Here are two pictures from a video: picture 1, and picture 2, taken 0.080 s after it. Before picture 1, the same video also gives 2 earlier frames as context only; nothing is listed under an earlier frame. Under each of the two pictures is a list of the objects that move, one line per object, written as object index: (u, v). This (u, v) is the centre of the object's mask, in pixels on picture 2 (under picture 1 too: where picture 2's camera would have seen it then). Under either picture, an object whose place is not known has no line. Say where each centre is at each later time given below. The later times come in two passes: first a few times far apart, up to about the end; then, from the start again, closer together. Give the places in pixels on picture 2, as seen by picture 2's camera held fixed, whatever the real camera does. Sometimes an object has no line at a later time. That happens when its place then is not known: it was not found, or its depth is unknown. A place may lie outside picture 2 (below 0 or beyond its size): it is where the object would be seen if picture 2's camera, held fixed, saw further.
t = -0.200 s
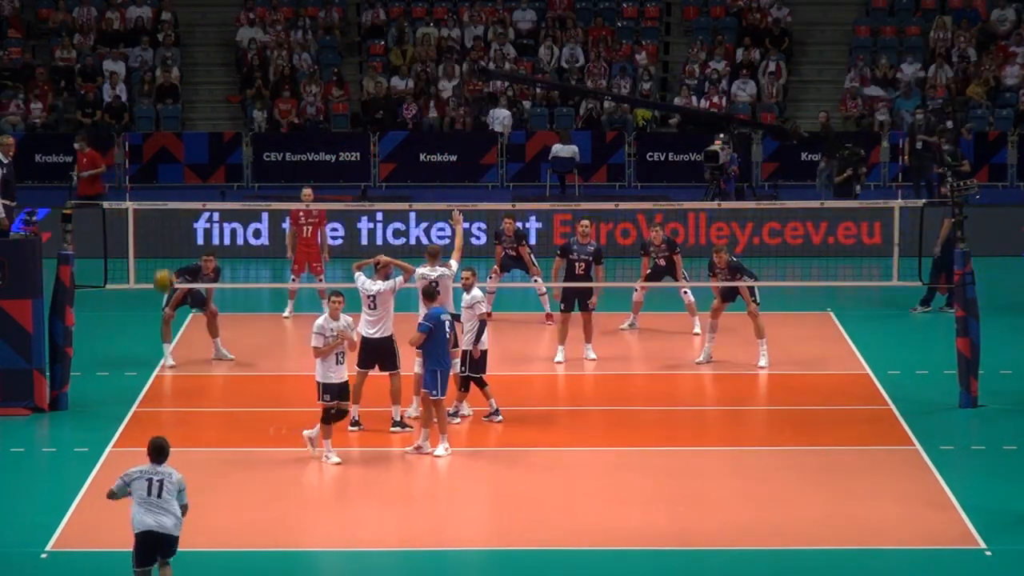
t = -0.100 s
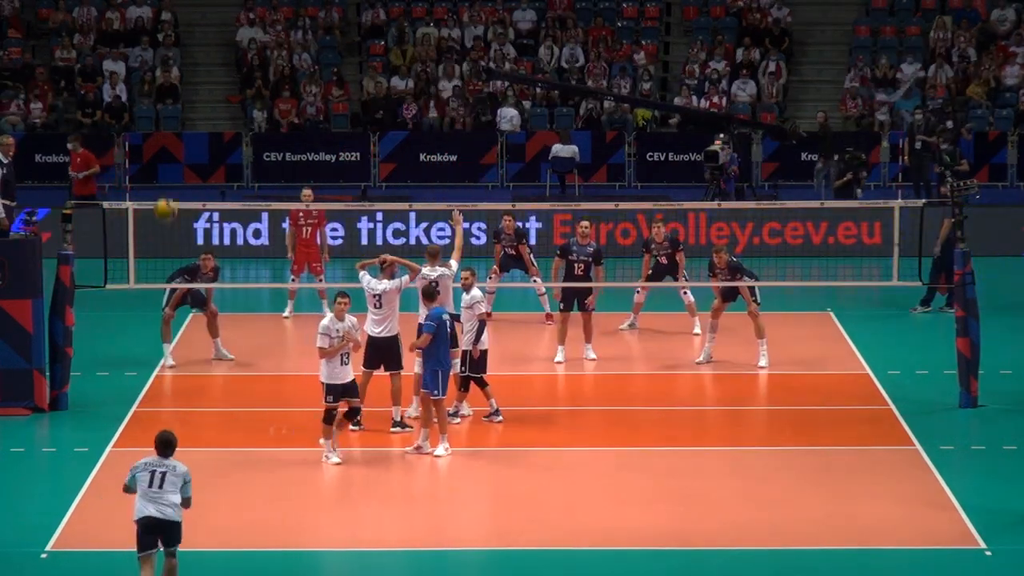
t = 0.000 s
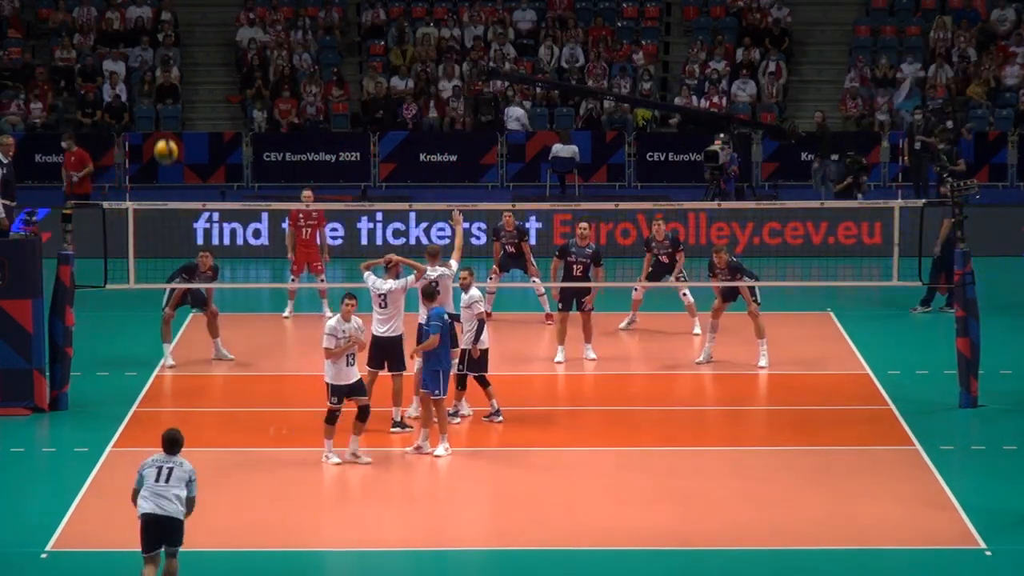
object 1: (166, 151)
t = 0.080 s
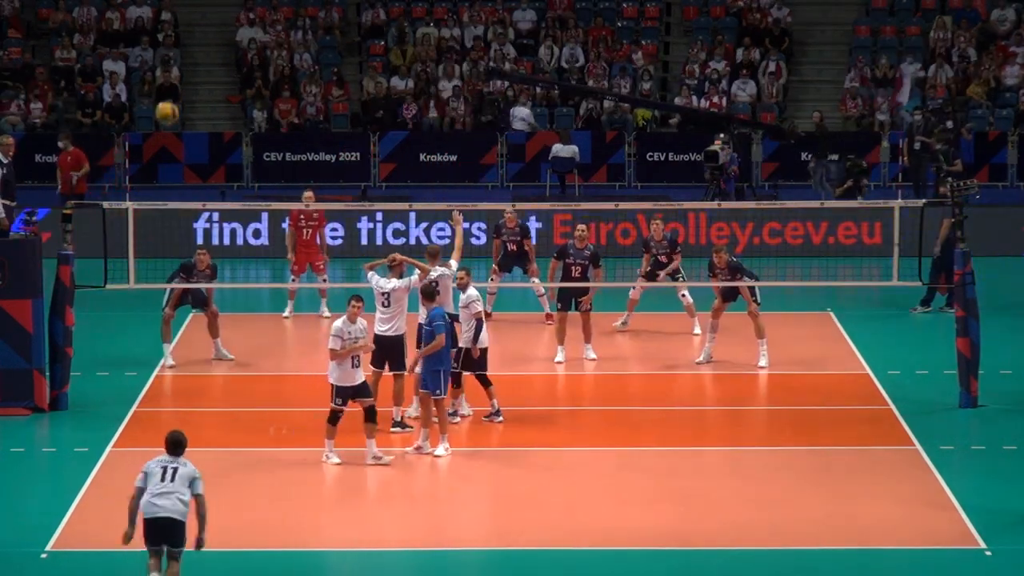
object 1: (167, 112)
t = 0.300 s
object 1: (169, 47)
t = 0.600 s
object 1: (173, 45)
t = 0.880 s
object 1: (179, 124)
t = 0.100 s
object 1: (167, 104)
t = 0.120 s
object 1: (167, 95)
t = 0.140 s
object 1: (167, 88)
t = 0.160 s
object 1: (168, 83)
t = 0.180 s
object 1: (168, 76)
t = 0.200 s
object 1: (168, 72)
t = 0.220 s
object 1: (168, 63)
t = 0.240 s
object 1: (168, 60)
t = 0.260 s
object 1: (169, 55)
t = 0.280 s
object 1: (169, 49)
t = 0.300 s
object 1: (169, 47)
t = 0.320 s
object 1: (169, 44)
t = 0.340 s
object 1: (170, 41)
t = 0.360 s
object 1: (170, 38)
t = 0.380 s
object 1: (170, 37)
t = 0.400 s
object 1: (170, 35)
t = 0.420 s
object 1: (170, 34)
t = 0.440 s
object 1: (170, 34)
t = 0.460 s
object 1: (171, 34)
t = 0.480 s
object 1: (171, 34)
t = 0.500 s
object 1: (171, 35)
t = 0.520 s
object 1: (171, 35)
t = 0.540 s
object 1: (172, 36)
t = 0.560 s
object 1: (172, 38)
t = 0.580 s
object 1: (173, 41)
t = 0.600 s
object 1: (173, 45)
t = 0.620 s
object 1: (174, 46)
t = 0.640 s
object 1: (172, 47)
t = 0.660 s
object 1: (174, 54)
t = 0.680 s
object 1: (175, 57)
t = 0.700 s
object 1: (175, 63)
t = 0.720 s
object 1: (176, 68)
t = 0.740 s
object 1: (176, 75)
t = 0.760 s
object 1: (177, 79)
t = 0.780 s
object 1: (177, 87)
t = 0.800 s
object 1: (177, 93)
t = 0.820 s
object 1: (178, 100)
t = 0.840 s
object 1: (178, 108)
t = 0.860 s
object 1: (179, 115)
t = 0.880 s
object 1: (179, 124)
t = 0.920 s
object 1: (180, 141)
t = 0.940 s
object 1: (180, 151)
